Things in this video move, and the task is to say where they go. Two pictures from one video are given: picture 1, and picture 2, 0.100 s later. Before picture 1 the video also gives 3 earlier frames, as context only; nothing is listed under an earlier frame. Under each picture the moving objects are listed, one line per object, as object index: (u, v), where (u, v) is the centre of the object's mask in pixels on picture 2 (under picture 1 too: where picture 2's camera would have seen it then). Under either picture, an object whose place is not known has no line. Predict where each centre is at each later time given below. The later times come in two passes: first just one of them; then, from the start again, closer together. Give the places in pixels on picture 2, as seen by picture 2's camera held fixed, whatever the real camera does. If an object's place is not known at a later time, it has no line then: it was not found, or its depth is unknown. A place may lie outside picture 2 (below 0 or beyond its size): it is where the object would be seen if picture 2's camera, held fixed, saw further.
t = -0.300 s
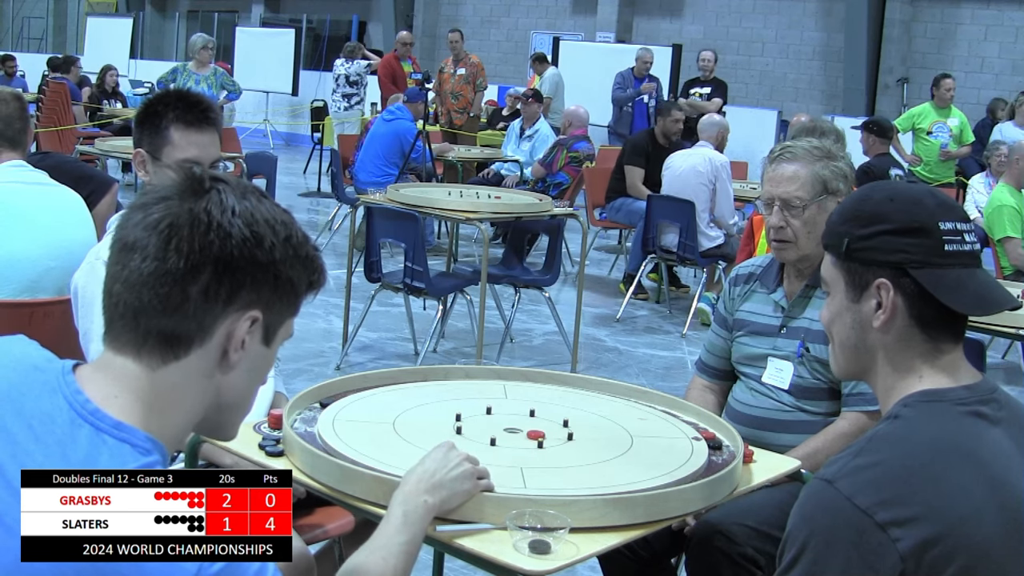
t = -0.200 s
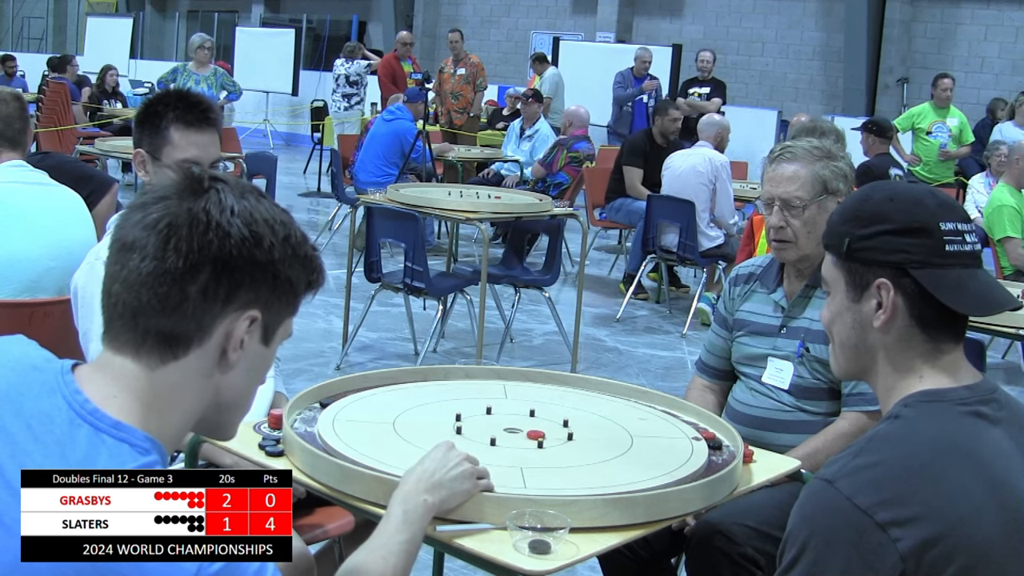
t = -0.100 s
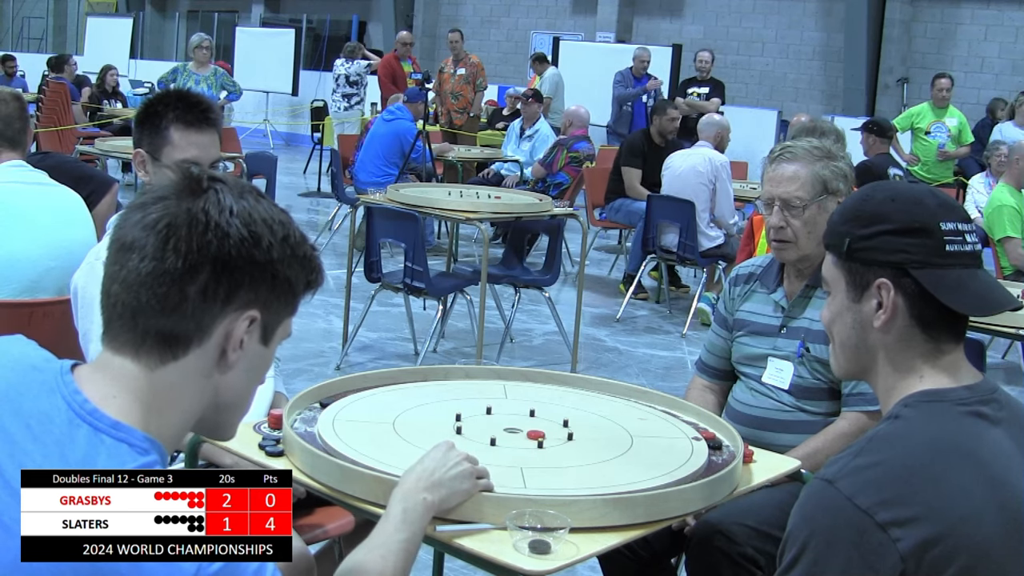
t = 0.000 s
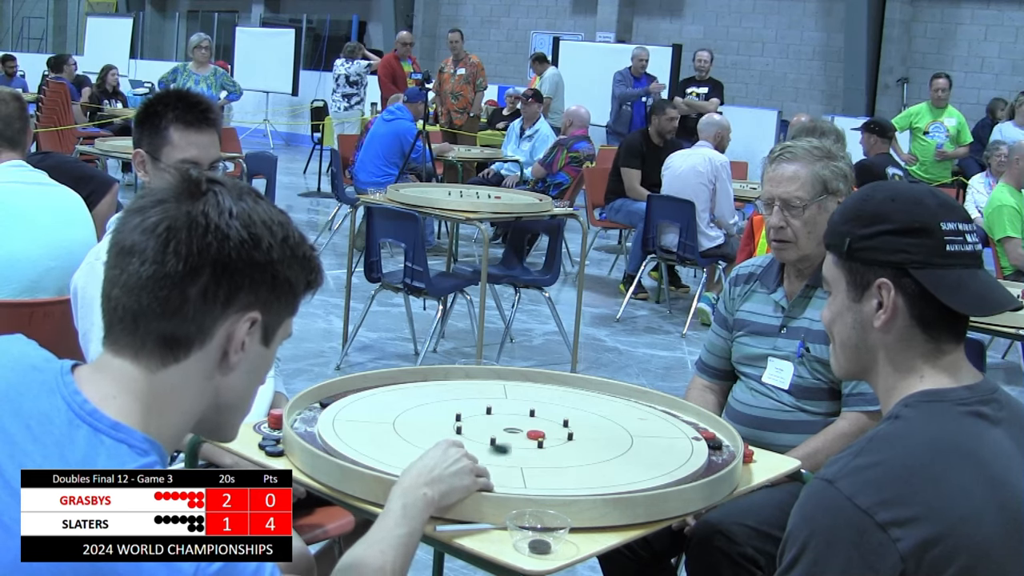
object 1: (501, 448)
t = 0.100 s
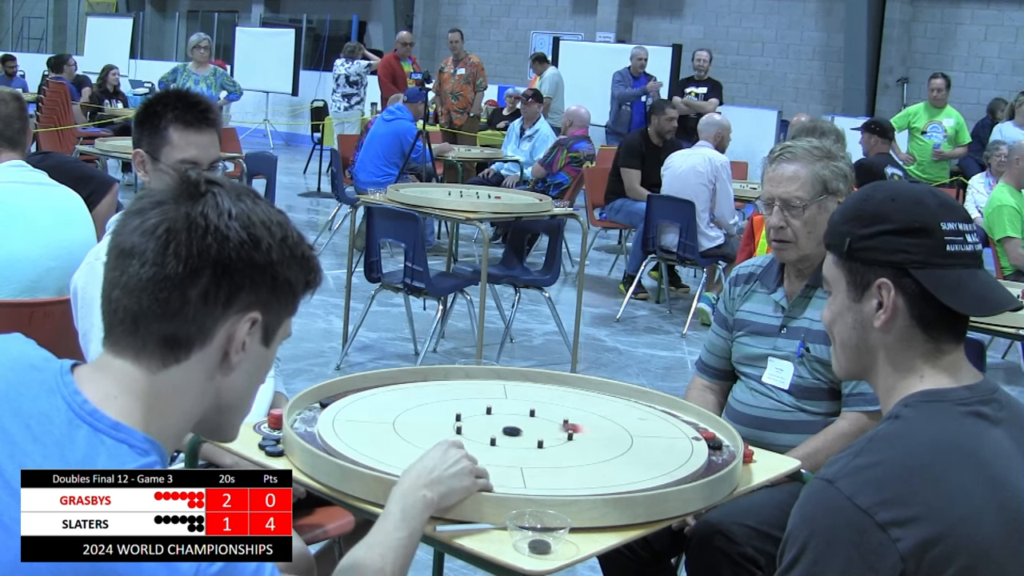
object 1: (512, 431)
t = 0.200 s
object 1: (503, 425)
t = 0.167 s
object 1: (506, 426)
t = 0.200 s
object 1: (503, 425)
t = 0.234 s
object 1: (494, 419)
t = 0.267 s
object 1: (491, 417)
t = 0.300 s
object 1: (487, 415)
